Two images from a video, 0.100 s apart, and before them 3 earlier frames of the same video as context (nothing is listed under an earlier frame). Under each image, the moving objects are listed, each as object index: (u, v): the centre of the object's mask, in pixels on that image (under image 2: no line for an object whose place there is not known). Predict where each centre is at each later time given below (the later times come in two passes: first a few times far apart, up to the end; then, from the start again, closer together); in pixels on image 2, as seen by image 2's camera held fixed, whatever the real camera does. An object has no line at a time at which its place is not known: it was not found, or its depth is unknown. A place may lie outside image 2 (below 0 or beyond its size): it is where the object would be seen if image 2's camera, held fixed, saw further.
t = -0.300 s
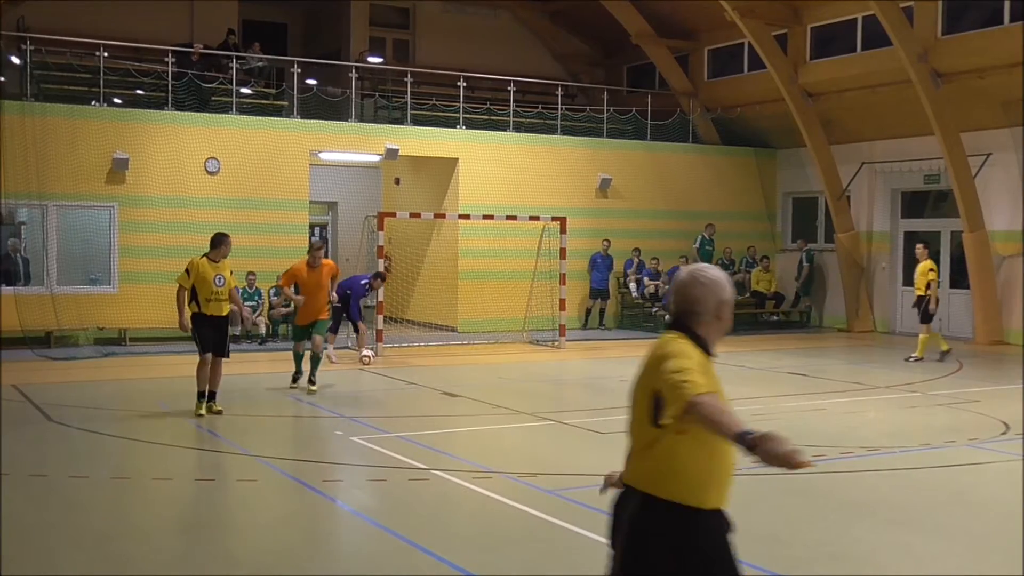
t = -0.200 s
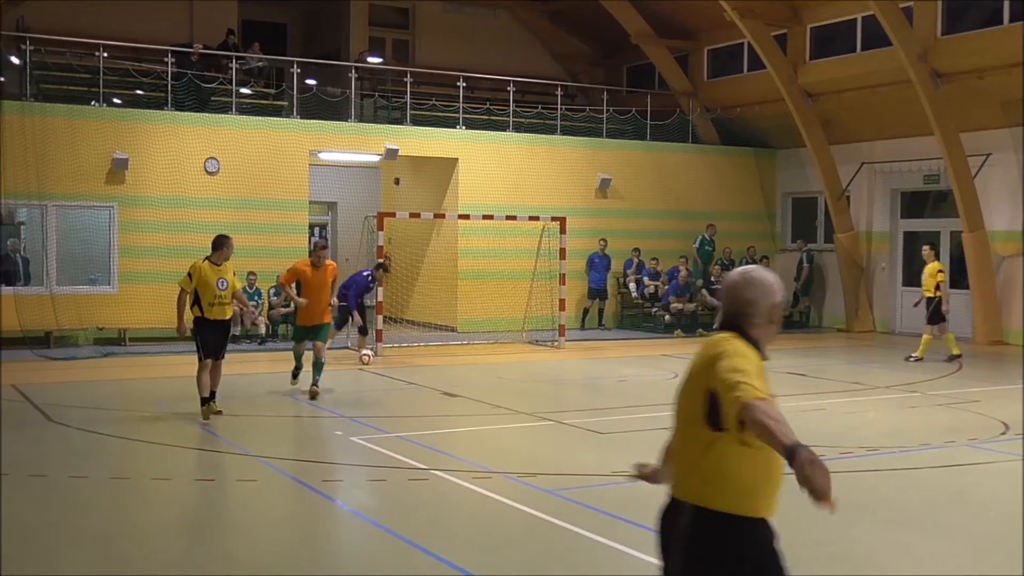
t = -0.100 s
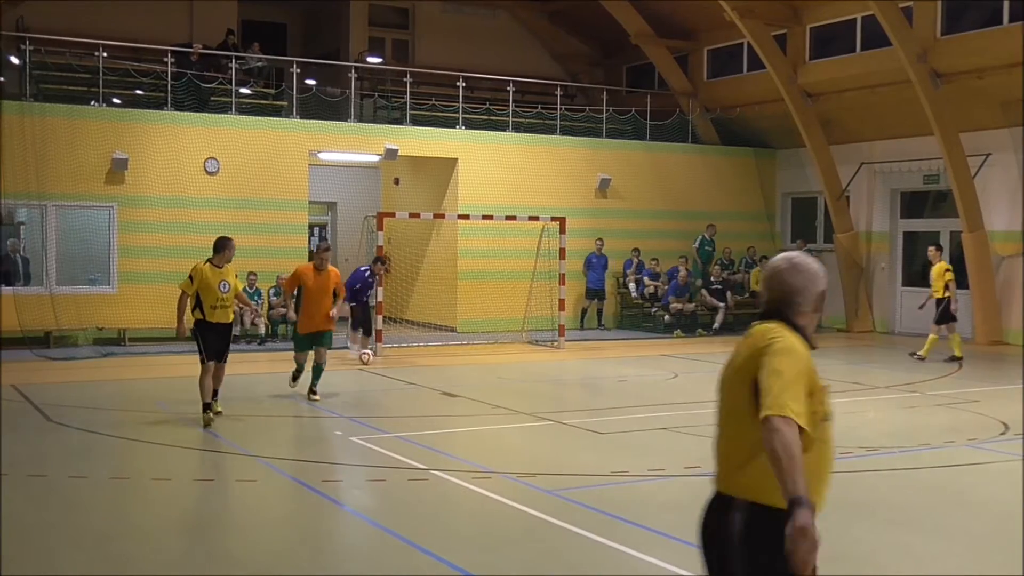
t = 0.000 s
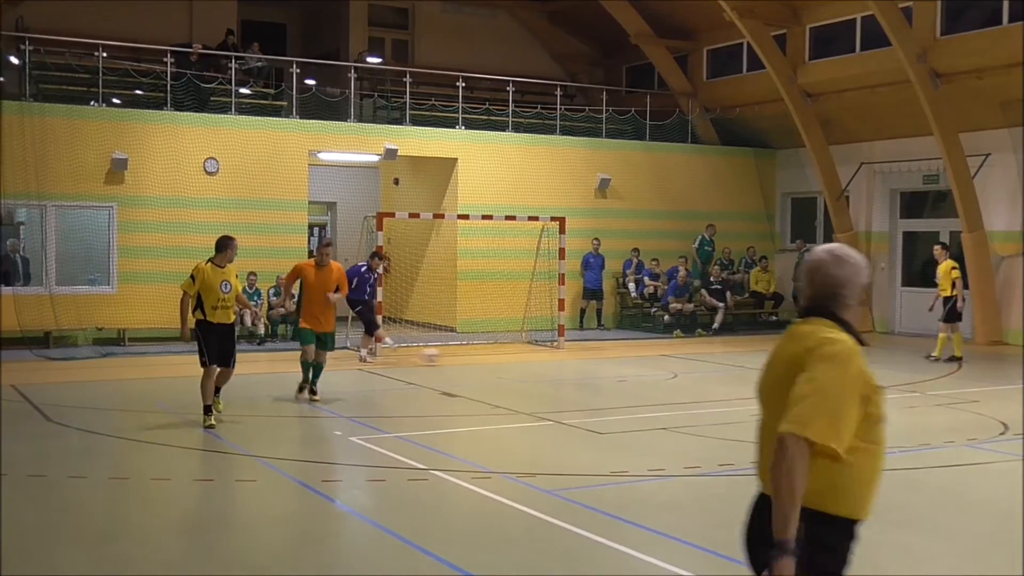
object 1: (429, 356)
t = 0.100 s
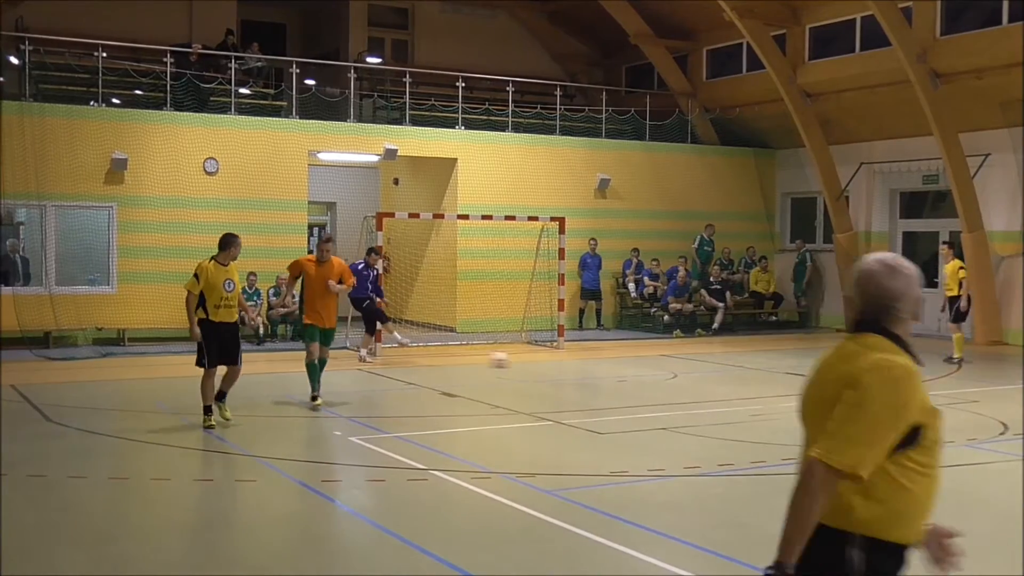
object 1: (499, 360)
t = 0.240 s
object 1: (589, 362)
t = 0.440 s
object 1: (707, 364)
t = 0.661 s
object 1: (818, 364)
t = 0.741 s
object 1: (857, 366)
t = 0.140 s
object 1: (527, 361)
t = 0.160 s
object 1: (538, 360)
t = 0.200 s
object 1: (564, 362)
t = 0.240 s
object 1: (589, 362)
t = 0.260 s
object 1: (602, 362)
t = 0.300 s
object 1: (626, 363)
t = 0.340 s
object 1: (649, 363)
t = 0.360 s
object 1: (660, 363)
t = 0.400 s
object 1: (684, 363)
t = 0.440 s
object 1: (707, 364)
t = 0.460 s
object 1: (717, 364)
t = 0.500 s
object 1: (737, 363)
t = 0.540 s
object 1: (759, 364)
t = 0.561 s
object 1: (769, 365)
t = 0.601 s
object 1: (789, 364)
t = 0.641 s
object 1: (810, 365)
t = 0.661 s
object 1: (818, 364)
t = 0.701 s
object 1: (838, 365)
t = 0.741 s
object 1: (857, 366)
